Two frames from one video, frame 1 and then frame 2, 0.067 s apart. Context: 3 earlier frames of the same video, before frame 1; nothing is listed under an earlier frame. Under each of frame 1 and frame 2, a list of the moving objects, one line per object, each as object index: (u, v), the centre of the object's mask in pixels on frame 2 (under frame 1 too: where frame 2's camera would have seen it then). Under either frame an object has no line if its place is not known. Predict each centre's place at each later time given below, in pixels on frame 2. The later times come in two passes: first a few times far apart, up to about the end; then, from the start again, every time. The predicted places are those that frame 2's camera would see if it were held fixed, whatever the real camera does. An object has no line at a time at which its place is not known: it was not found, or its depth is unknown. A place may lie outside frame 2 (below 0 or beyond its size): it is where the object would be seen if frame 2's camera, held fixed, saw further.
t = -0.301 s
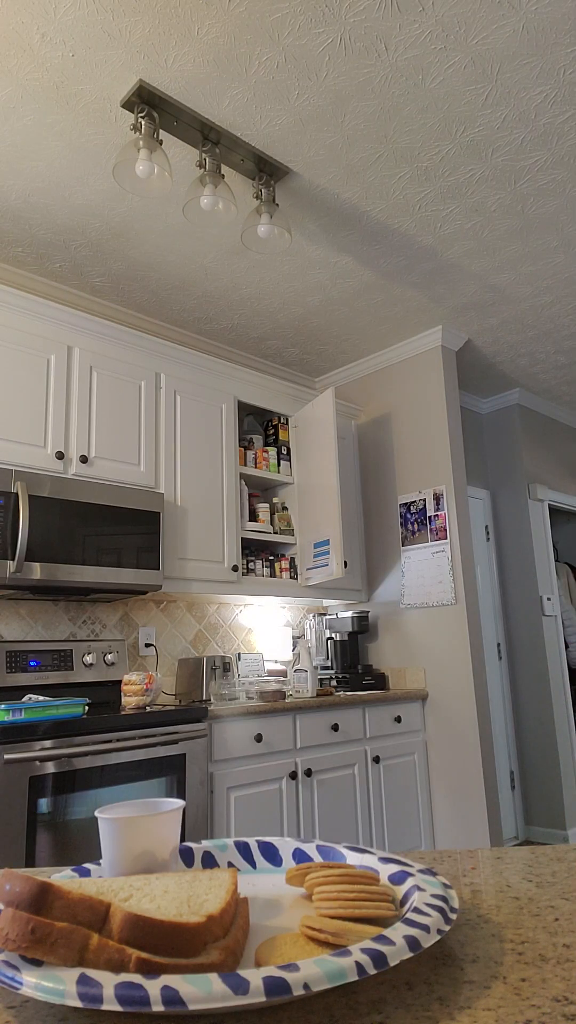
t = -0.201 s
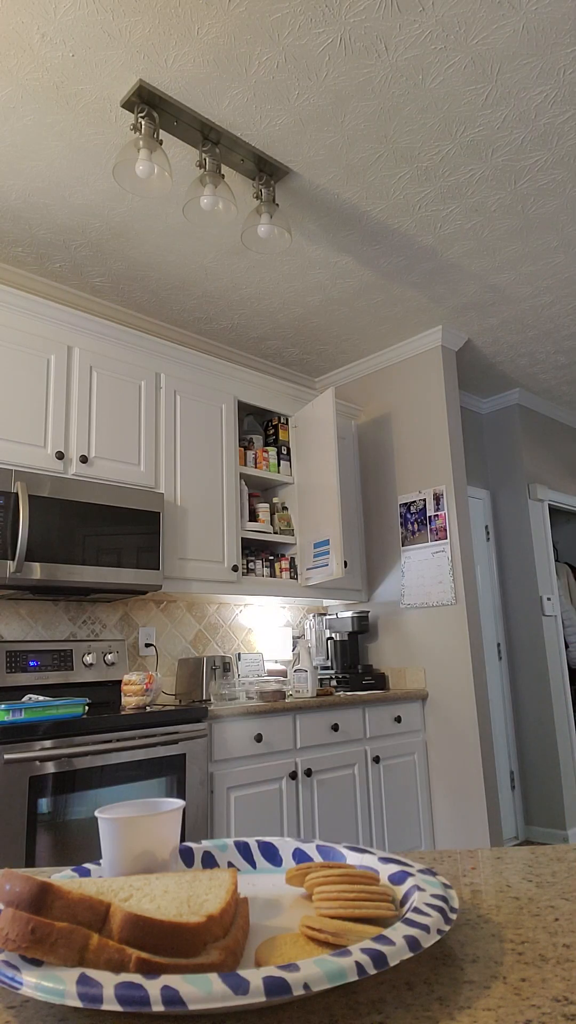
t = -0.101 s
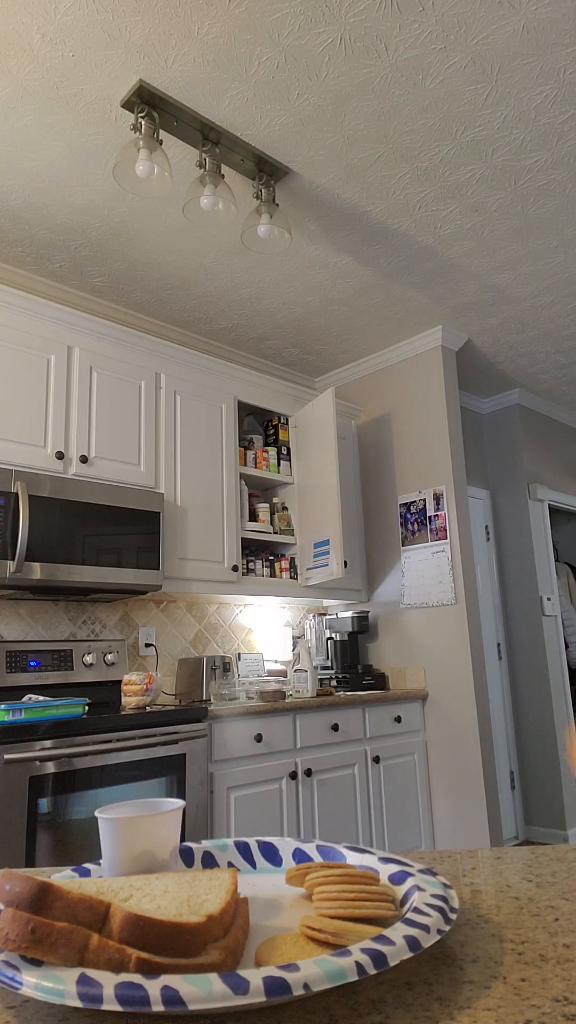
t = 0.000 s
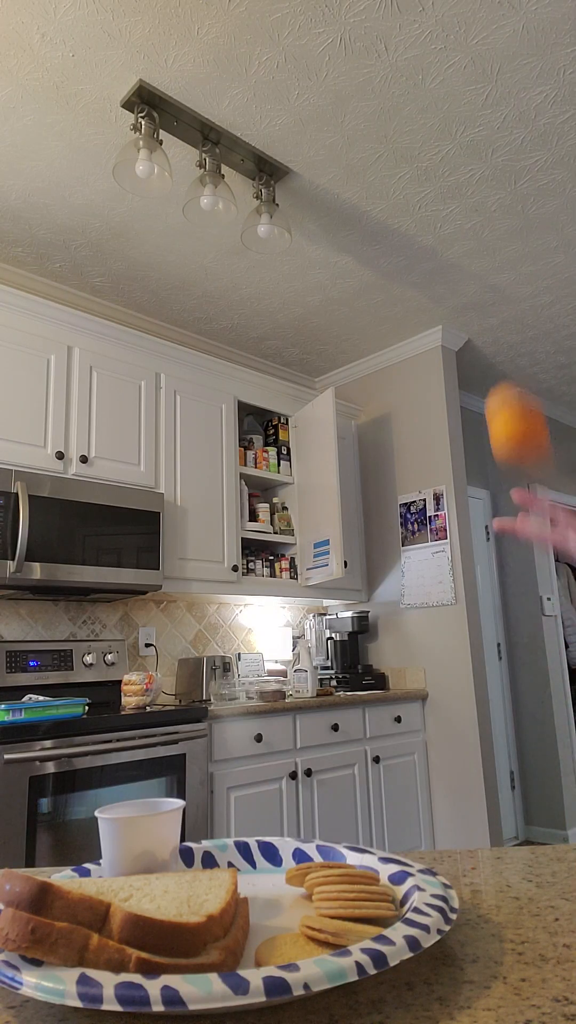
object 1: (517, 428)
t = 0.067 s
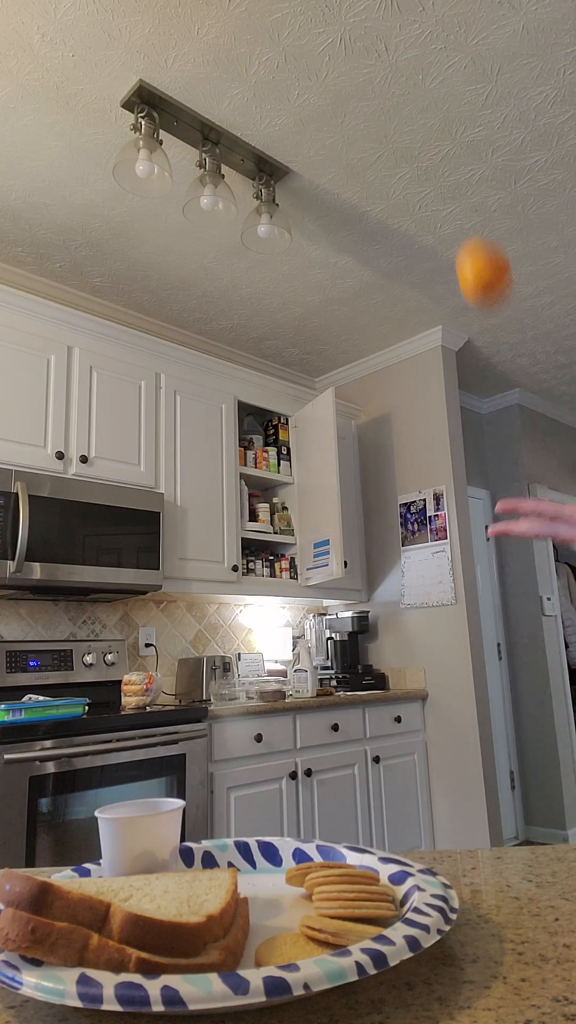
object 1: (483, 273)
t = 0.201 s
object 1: (438, 110)
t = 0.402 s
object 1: (399, 120)
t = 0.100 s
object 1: (469, 216)
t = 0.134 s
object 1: (458, 171)
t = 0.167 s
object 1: (448, 136)
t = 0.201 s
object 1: (438, 110)
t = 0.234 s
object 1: (429, 93)
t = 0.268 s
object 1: (421, 84)
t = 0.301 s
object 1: (415, 82)
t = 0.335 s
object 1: (409, 88)
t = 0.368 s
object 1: (404, 100)
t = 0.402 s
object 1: (399, 120)
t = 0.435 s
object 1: (395, 148)
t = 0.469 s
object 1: (390, 184)
